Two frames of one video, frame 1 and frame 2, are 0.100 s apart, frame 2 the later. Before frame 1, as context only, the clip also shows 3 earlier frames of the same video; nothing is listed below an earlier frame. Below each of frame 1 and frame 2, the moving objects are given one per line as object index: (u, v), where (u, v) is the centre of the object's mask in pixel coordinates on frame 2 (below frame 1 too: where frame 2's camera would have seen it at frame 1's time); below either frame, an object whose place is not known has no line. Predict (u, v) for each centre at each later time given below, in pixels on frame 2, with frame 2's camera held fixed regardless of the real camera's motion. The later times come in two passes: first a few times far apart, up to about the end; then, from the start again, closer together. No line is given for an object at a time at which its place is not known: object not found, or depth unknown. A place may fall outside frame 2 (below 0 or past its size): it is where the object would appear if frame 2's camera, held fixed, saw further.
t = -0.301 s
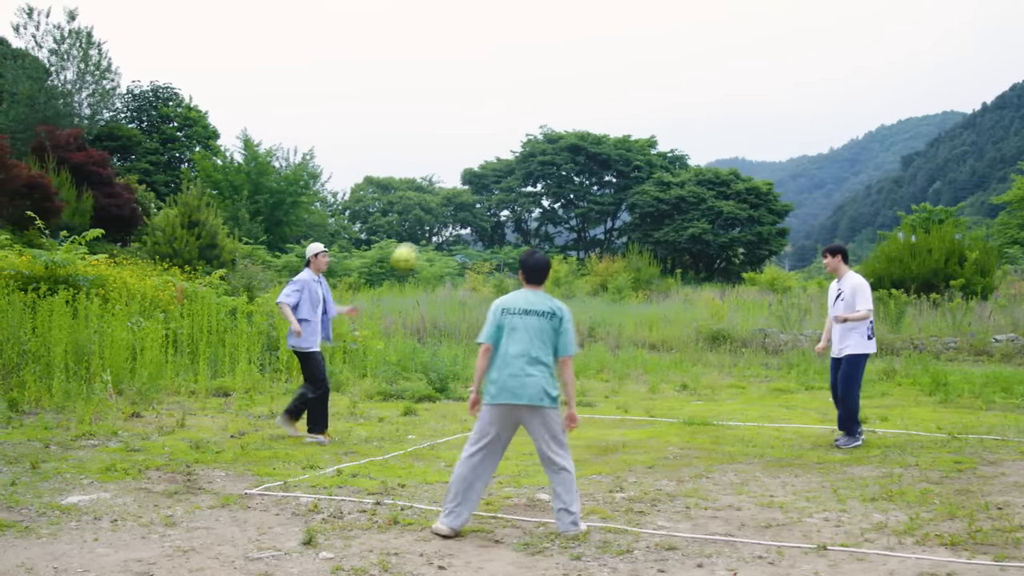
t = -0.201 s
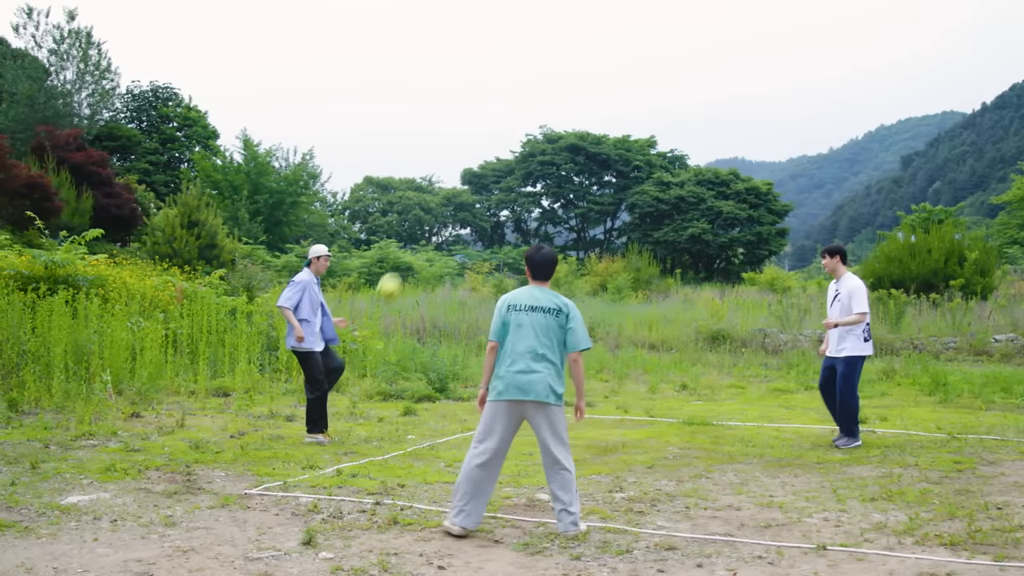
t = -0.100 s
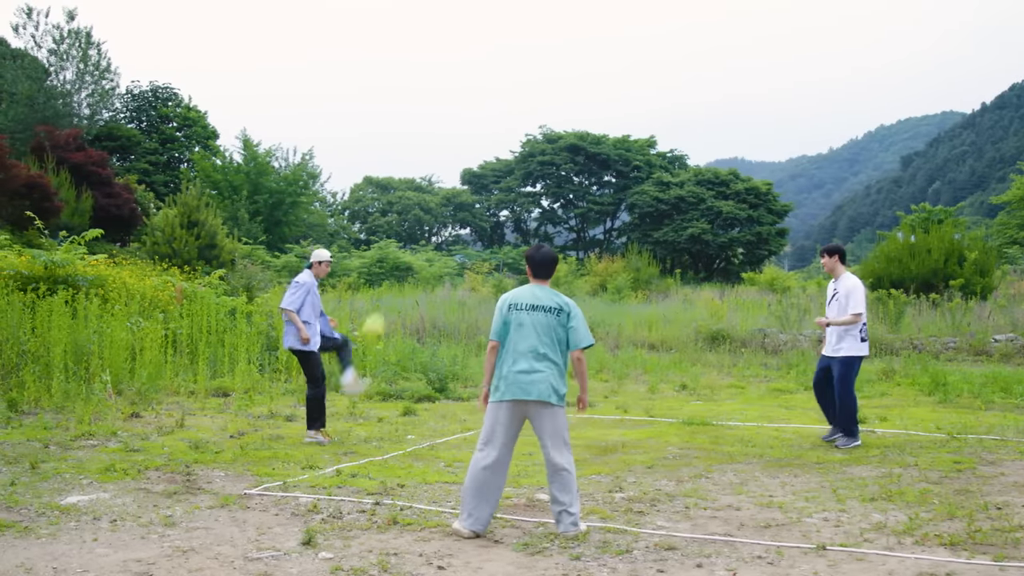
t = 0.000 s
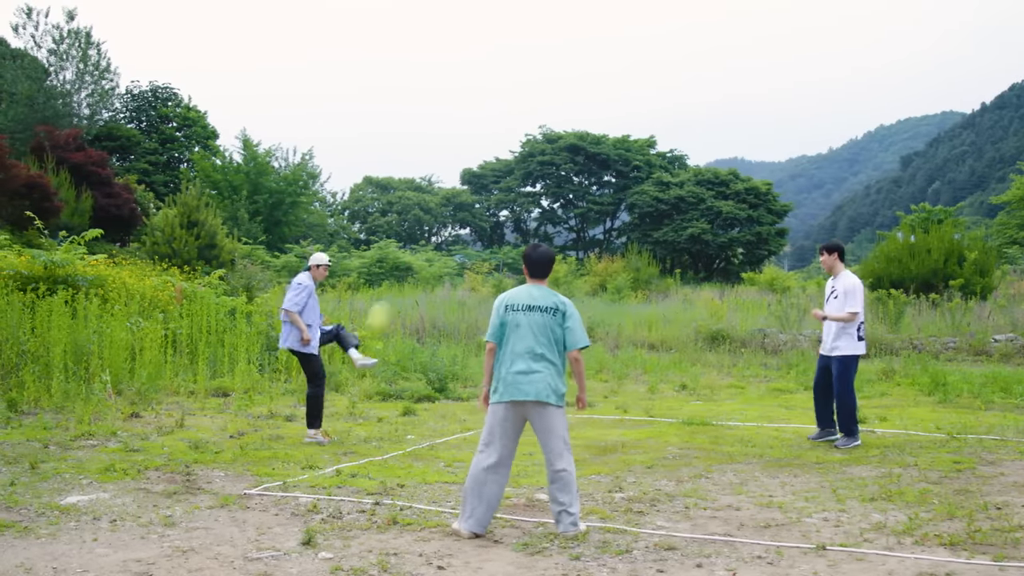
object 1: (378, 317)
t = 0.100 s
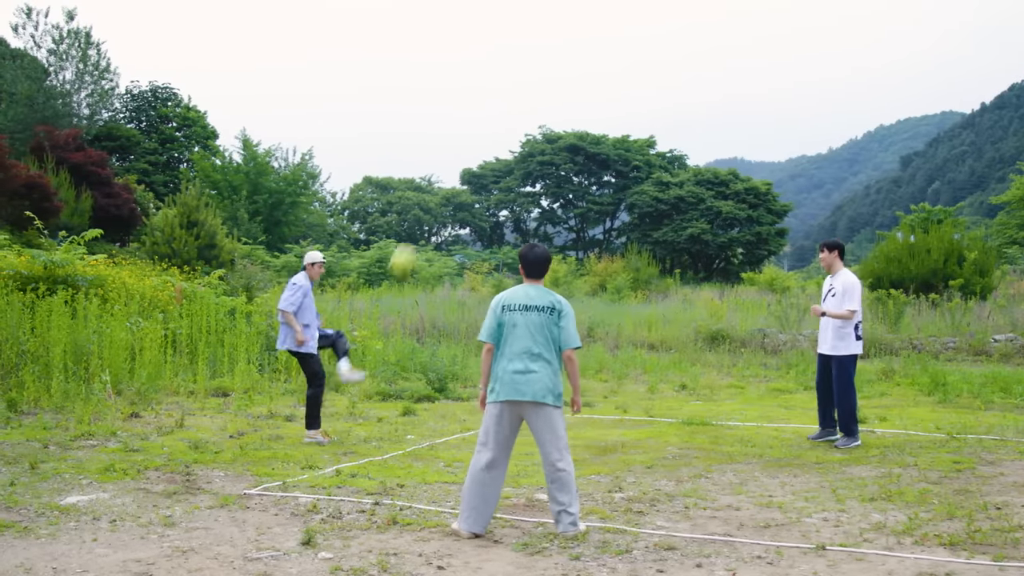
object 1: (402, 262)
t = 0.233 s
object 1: (435, 198)
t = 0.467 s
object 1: (499, 129)
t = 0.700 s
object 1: (563, 118)
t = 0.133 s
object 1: (411, 242)
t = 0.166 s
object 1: (419, 227)
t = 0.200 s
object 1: (427, 211)
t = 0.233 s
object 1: (435, 198)
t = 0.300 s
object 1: (454, 173)
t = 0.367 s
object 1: (471, 152)
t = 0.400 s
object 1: (480, 143)
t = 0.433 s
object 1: (489, 136)
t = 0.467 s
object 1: (499, 129)
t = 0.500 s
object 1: (508, 123)
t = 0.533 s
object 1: (517, 119)
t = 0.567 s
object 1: (526, 117)
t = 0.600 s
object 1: (534, 116)
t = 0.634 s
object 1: (544, 115)
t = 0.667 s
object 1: (553, 116)
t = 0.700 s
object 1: (563, 118)
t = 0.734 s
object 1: (572, 123)
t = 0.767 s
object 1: (575, 127)
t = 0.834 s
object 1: (596, 142)
